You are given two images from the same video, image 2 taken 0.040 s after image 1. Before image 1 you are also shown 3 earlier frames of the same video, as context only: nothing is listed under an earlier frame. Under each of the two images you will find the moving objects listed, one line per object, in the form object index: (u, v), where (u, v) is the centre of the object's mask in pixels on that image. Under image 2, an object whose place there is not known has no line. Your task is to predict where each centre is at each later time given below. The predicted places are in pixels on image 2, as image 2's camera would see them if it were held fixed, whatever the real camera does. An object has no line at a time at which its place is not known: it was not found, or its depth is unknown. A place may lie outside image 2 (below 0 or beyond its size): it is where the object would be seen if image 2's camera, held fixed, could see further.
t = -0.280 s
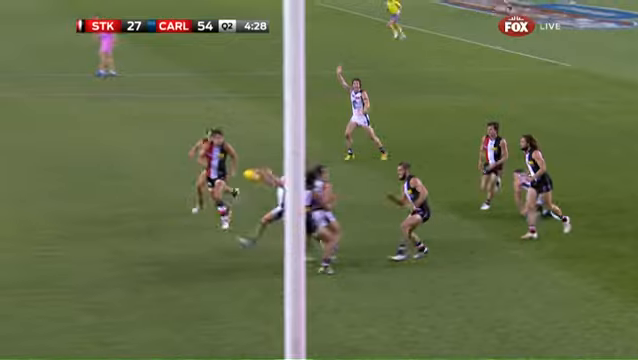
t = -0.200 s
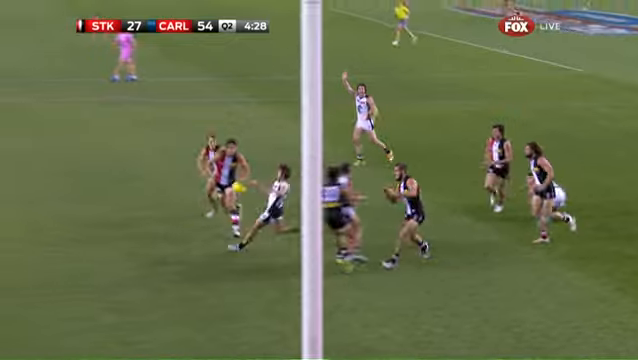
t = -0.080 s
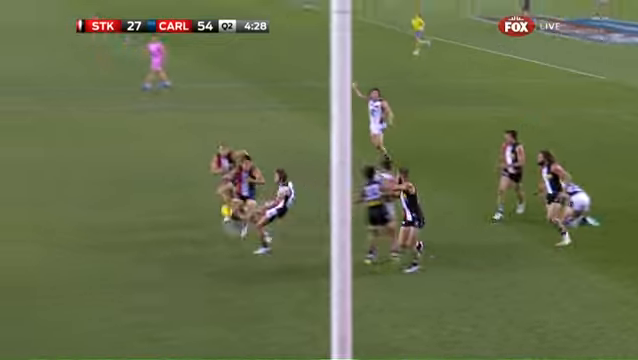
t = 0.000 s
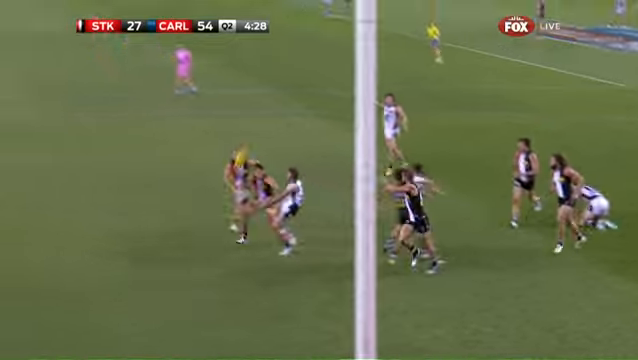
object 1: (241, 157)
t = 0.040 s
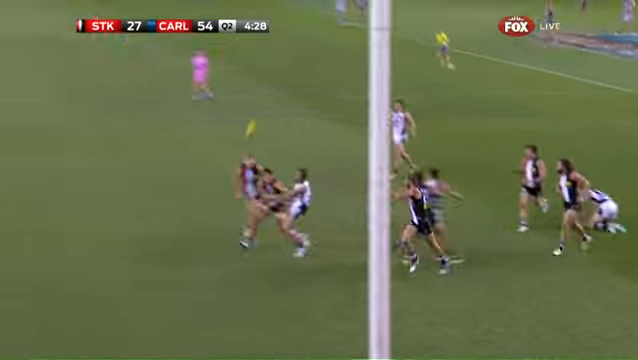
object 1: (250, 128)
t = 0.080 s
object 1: (251, 93)
